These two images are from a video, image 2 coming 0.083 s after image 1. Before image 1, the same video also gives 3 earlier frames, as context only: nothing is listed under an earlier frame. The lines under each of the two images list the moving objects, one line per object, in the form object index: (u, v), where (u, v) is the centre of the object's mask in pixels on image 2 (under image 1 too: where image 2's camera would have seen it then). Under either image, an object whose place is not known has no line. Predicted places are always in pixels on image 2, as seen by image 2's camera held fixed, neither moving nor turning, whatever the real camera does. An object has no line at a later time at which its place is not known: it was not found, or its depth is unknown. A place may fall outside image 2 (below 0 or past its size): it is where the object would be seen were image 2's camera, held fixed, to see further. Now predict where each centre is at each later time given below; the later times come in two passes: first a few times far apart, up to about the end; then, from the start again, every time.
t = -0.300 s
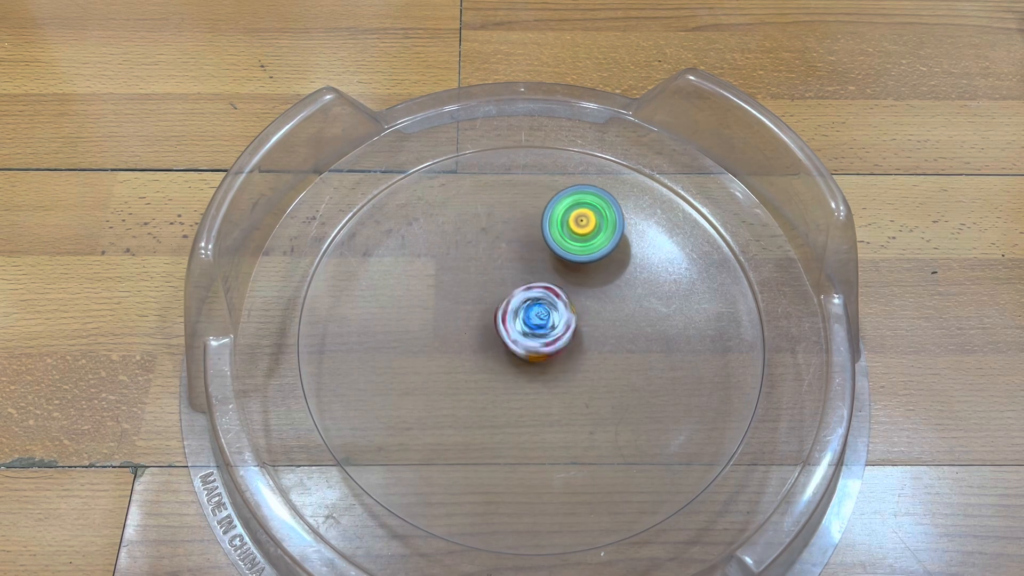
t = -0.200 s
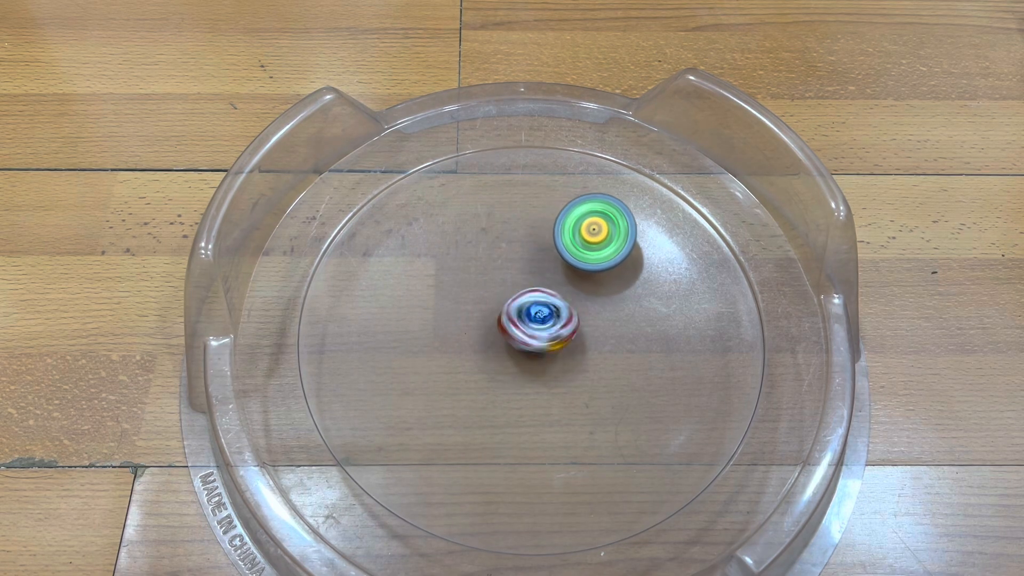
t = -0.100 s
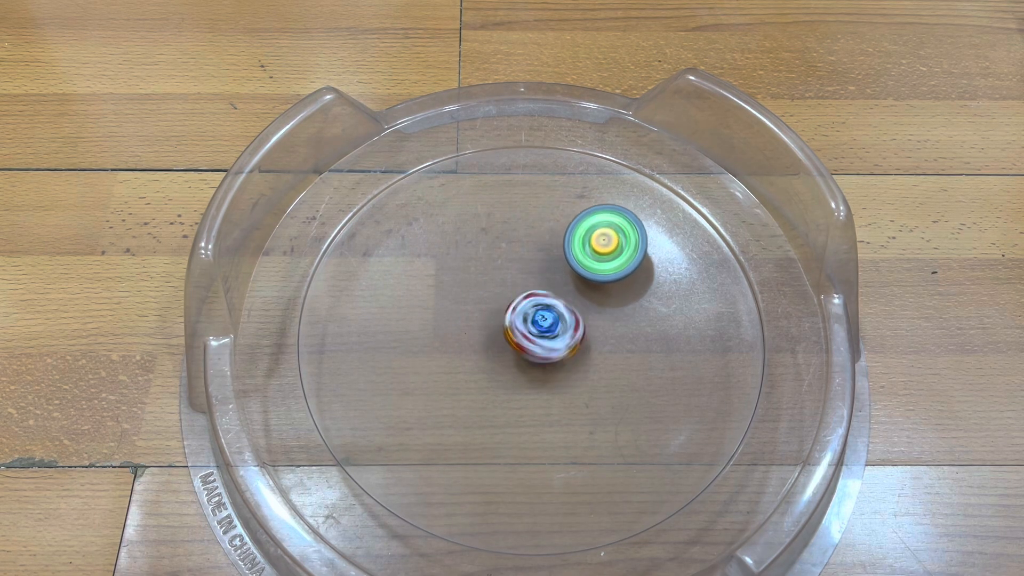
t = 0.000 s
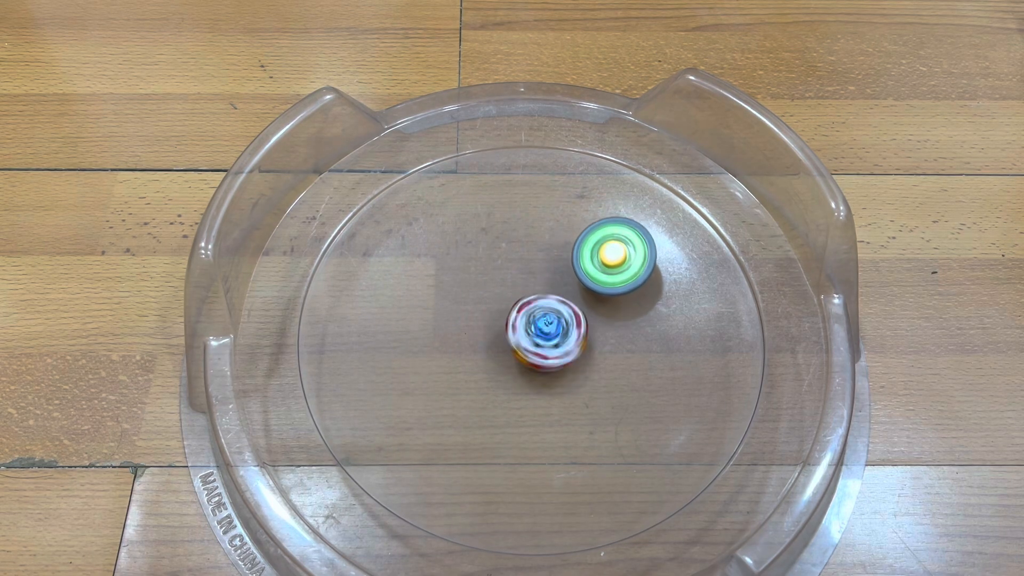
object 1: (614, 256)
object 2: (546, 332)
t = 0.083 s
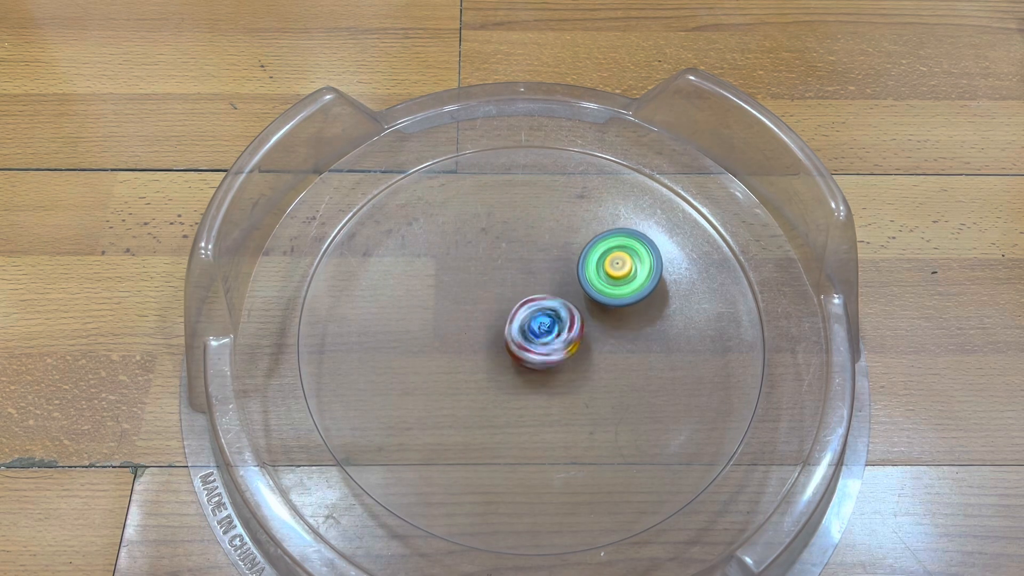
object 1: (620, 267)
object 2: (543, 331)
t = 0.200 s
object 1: (625, 286)
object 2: (545, 332)
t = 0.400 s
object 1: (639, 313)
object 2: (531, 329)
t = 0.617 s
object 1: (634, 342)
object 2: (521, 334)
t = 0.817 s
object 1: (614, 365)
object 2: (522, 337)
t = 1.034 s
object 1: (590, 393)
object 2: (520, 337)
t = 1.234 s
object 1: (569, 410)
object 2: (505, 312)
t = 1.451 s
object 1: (535, 412)
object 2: (499, 305)
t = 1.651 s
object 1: (501, 403)
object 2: (506, 310)
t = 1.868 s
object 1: (472, 383)
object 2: (523, 309)
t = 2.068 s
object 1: (455, 358)
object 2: (535, 305)
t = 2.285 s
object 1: (446, 328)
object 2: (542, 304)
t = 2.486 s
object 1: (448, 302)
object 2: (545, 307)
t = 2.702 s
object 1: (462, 275)
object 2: (540, 311)
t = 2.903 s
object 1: (473, 249)
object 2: (555, 316)
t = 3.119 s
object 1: (500, 244)
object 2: (555, 314)
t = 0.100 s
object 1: (620, 270)
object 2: (543, 332)
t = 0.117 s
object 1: (621, 273)
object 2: (545, 334)
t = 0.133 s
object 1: (622, 275)
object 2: (546, 334)
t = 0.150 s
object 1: (623, 278)
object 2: (548, 334)
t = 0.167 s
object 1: (623, 280)
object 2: (548, 333)
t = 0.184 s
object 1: (624, 283)
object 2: (547, 332)
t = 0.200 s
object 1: (625, 286)
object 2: (545, 332)
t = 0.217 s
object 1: (626, 288)
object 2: (544, 333)
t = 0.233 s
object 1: (626, 291)
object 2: (544, 334)
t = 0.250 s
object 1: (627, 294)
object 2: (546, 336)
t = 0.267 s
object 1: (627, 297)
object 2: (548, 337)
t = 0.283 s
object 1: (627, 300)
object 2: (551, 336)
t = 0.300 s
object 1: (628, 303)
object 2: (553, 334)
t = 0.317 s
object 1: (629, 305)
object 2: (553, 332)
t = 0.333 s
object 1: (630, 307)
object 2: (552, 330)
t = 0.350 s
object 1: (631, 309)
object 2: (548, 328)
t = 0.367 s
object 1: (636, 310)
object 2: (541, 328)
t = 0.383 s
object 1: (639, 311)
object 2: (536, 328)
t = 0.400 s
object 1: (639, 313)
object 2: (531, 329)
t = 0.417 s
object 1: (640, 315)
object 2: (530, 331)
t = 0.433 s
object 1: (640, 318)
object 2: (528, 332)
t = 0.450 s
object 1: (641, 320)
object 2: (530, 334)
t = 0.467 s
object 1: (641, 322)
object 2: (531, 334)
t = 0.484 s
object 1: (641, 324)
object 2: (531, 334)
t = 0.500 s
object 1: (640, 325)
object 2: (532, 333)
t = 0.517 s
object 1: (639, 328)
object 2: (531, 333)
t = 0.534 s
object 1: (638, 330)
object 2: (530, 331)
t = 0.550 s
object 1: (637, 332)
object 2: (528, 331)
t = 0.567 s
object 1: (637, 335)
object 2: (525, 331)
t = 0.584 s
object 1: (636, 337)
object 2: (522, 332)
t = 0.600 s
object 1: (635, 340)
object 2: (521, 333)
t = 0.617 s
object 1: (634, 342)
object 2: (521, 334)
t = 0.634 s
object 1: (633, 344)
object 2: (521, 336)
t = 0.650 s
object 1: (631, 345)
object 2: (522, 337)
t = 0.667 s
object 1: (630, 347)
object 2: (522, 336)
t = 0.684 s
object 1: (628, 349)
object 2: (523, 335)
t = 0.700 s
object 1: (626, 350)
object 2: (522, 334)
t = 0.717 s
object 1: (624, 353)
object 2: (521, 333)
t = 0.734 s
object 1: (622, 355)
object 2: (519, 333)
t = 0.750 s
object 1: (621, 357)
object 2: (519, 334)
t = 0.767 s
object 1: (619, 359)
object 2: (519, 335)
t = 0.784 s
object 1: (618, 361)
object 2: (519, 336)
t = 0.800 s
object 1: (616, 362)
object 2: (521, 337)
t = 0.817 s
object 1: (614, 365)
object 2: (522, 337)
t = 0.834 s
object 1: (613, 367)
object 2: (522, 336)
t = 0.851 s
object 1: (611, 369)
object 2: (522, 336)
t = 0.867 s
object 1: (609, 371)
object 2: (522, 337)
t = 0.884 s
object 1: (606, 373)
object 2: (523, 337)
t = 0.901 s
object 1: (604, 375)
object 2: (523, 338)
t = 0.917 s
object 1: (601, 376)
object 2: (525, 338)
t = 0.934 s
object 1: (599, 377)
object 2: (526, 338)
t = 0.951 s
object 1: (597, 379)
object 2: (525, 337)
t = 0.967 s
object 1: (594, 382)
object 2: (524, 337)
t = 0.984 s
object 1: (592, 383)
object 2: (523, 337)
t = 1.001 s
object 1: (590, 385)
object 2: (523, 339)
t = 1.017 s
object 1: (590, 389)
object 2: (522, 338)
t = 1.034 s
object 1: (590, 393)
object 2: (520, 337)
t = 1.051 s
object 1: (590, 396)
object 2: (519, 335)
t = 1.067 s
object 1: (589, 399)
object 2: (518, 332)
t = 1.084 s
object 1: (588, 402)
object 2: (515, 329)
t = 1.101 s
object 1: (587, 404)
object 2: (513, 327)
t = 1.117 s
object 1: (585, 405)
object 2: (512, 324)
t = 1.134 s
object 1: (583, 406)
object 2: (511, 323)
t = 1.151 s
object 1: (581, 407)
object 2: (510, 322)
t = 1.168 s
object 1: (579, 407)
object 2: (510, 320)
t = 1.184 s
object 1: (576, 408)
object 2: (509, 319)
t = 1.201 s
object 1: (574, 409)
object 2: (508, 317)
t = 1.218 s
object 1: (571, 409)
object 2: (507, 315)
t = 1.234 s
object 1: (569, 410)
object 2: (505, 312)
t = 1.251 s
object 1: (566, 411)
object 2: (505, 311)
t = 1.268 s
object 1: (564, 411)
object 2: (504, 310)
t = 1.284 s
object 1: (561, 412)
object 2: (503, 310)
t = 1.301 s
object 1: (558, 412)
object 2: (503, 310)
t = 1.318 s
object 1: (556, 413)
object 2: (504, 310)
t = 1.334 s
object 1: (553, 412)
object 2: (504, 310)
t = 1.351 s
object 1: (551, 413)
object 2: (504, 308)
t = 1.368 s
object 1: (548, 412)
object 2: (504, 307)
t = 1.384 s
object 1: (546, 412)
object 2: (502, 305)
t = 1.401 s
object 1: (543, 412)
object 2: (501, 304)
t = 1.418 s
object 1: (541, 412)
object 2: (499, 304)
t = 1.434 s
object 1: (538, 412)
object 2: (498, 304)
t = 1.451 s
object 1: (535, 412)
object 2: (499, 305)
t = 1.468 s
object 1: (533, 411)
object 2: (499, 306)
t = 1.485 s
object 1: (530, 411)
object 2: (500, 305)
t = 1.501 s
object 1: (527, 410)
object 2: (500, 305)
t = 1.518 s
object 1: (524, 410)
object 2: (500, 304)
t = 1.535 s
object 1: (522, 409)
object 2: (499, 303)
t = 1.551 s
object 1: (518, 409)
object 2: (497, 303)
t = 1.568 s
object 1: (516, 408)
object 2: (496, 305)
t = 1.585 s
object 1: (512, 407)
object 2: (496, 307)
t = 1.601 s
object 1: (509, 406)
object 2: (497, 308)
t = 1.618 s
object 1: (507, 405)
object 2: (500, 310)
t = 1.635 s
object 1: (504, 404)
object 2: (503, 310)
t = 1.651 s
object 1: (501, 403)
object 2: (506, 310)
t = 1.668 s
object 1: (499, 402)
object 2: (509, 309)
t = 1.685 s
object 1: (497, 401)
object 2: (511, 307)
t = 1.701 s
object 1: (495, 399)
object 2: (512, 304)
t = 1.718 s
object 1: (493, 398)
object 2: (510, 304)
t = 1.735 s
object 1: (490, 396)
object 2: (510, 304)
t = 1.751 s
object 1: (488, 394)
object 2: (509, 305)
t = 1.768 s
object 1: (486, 393)
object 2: (509, 307)
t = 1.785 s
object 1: (483, 391)
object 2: (510, 308)
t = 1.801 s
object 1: (481, 389)
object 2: (512, 310)
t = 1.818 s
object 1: (478, 388)
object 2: (514, 310)
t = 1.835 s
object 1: (476, 386)
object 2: (518, 311)
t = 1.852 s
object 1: (474, 384)
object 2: (520, 310)
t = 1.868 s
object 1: (472, 383)
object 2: (523, 309)
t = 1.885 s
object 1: (470, 381)
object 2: (524, 308)
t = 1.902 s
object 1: (469, 379)
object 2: (523, 306)
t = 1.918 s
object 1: (467, 377)
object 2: (523, 305)
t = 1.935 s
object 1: (465, 375)
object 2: (522, 303)
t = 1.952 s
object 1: (463, 373)
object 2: (523, 303)
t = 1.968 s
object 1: (461, 371)
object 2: (523, 305)
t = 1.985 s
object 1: (460, 369)
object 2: (524, 305)
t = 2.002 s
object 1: (459, 367)
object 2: (526, 306)
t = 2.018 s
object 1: (458, 365)
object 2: (528, 306)
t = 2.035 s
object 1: (457, 363)
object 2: (531, 306)
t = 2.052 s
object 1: (456, 360)
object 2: (533, 306)
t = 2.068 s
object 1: (455, 358)
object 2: (535, 305)
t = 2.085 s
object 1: (454, 356)
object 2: (537, 304)
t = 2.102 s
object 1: (453, 354)
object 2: (538, 304)
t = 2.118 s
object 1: (452, 351)
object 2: (539, 303)
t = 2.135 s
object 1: (451, 349)
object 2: (539, 302)
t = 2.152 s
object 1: (451, 347)
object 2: (539, 302)
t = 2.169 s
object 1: (450, 345)
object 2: (539, 302)
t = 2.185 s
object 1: (449, 342)
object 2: (539, 302)
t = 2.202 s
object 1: (449, 340)
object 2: (539, 302)
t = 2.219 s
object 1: (448, 337)
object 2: (539, 302)
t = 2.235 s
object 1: (447, 335)
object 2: (540, 303)
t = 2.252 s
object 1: (447, 333)
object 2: (540, 303)
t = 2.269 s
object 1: (447, 331)
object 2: (541, 304)
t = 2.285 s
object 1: (446, 328)
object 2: (542, 304)
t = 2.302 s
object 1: (446, 326)
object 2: (543, 304)
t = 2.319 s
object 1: (446, 323)
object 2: (543, 305)
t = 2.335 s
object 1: (446, 321)
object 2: (544, 306)
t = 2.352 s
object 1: (447, 319)
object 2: (543, 306)
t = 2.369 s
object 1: (447, 316)
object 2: (544, 307)
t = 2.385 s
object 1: (447, 314)
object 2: (544, 307)
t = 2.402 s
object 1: (447, 312)
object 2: (544, 307)
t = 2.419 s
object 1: (447, 309)
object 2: (544, 307)
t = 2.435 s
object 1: (448, 307)
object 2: (545, 307)
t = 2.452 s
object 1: (448, 306)
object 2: (545, 307)
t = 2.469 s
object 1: (448, 304)
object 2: (545, 307)
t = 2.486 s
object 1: (448, 302)
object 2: (545, 307)
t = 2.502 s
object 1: (449, 300)
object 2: (546, 307)
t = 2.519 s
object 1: (449, 297)
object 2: (546, 307)
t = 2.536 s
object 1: (450, 295)
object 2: (546, 307)
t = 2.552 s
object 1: (451, 293)
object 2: (545, 306)
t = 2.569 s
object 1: (452, 291)
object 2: (545, 306)
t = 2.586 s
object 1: (453, 288)
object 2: (545, 306)
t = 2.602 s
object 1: (453, 286)
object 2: (542, 306)
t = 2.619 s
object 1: (454, 284)
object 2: (541, 306)
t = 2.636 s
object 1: (456, 282)
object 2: (541, 306)
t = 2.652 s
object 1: (457, 280)
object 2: (540, 307)
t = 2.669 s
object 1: (459, 278)
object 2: (540, 308)
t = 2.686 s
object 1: (461, 276)
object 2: (540, 309)
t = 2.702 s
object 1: (462, 275)
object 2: (540, 311)
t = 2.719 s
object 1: (464, 273)
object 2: (540, 312)
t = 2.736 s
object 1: (464, 268)
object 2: (543, 315)
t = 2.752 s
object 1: (464, 265)
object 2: (546, 317)
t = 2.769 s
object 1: (464, 262)
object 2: (549, 318)
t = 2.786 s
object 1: (465, 259)
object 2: (551, 318)
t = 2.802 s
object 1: (466, 257)
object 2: (553, 318)
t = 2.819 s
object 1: (467, 256)
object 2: (554, 317)
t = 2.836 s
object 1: (468, 254)
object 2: (554, 317)
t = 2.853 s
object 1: (469, 252)
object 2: (554, 317)
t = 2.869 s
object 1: (470, 251)
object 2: (554, 316)
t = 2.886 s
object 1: (471, 250)
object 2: (554, 316)
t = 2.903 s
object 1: (473, 249)
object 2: (555, 316)
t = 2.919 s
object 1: (474, 248)
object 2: (555, 315)
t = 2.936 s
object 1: (476, 247)
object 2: (554, 315)
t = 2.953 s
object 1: (477, 246)
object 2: (554, 314)
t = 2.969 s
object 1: (480, 246)
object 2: (555, 314)
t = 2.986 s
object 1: (482, 246)
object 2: (555, 314)
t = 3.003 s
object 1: (484, 246)
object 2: (555, 314)
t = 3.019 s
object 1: (487, 246)
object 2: (555, 314)
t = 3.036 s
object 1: (489, 246)
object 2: (555, 314)
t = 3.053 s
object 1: (492, 245)
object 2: (555, 314)
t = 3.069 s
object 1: (494, 245)
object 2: (555, 314)
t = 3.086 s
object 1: (496, 244)
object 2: (556, 314)
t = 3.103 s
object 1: (498, 244)
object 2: (555, 314)
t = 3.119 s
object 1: (500, 244)
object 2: (555, 314)
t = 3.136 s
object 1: (502, 243)
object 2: (554, 313)
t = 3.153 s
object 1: (504, 243)
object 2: (553, 313)
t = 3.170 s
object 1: (506, 243)
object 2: (553, 313)
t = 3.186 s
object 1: (508, 243)
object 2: (552, 313)
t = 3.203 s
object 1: (511, 243)
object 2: (551, 313)
